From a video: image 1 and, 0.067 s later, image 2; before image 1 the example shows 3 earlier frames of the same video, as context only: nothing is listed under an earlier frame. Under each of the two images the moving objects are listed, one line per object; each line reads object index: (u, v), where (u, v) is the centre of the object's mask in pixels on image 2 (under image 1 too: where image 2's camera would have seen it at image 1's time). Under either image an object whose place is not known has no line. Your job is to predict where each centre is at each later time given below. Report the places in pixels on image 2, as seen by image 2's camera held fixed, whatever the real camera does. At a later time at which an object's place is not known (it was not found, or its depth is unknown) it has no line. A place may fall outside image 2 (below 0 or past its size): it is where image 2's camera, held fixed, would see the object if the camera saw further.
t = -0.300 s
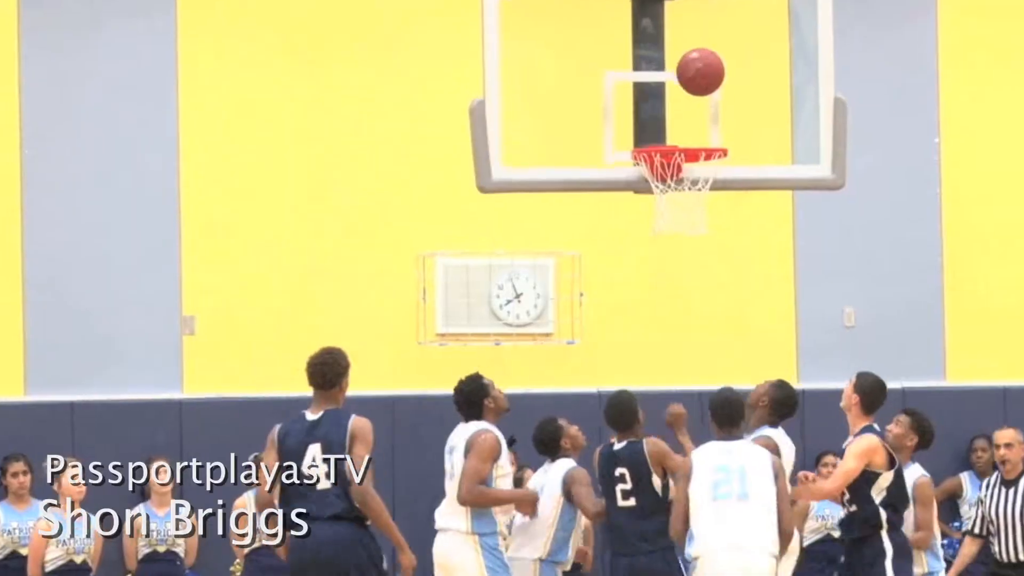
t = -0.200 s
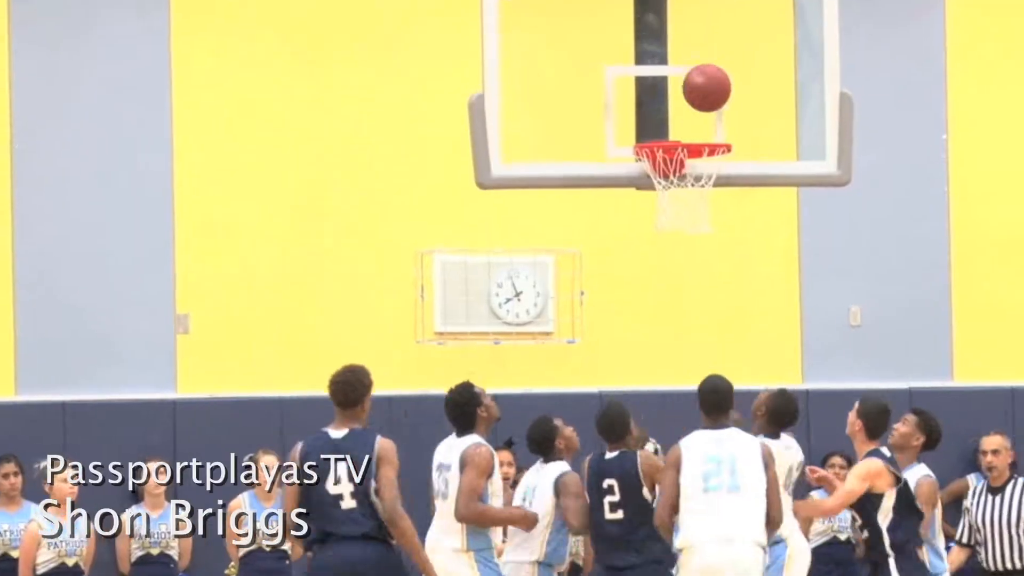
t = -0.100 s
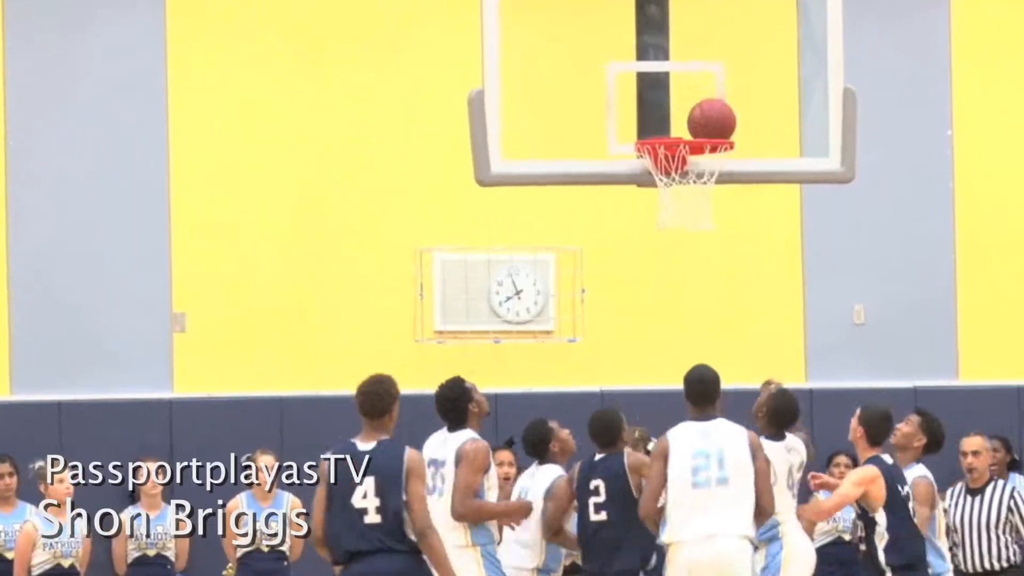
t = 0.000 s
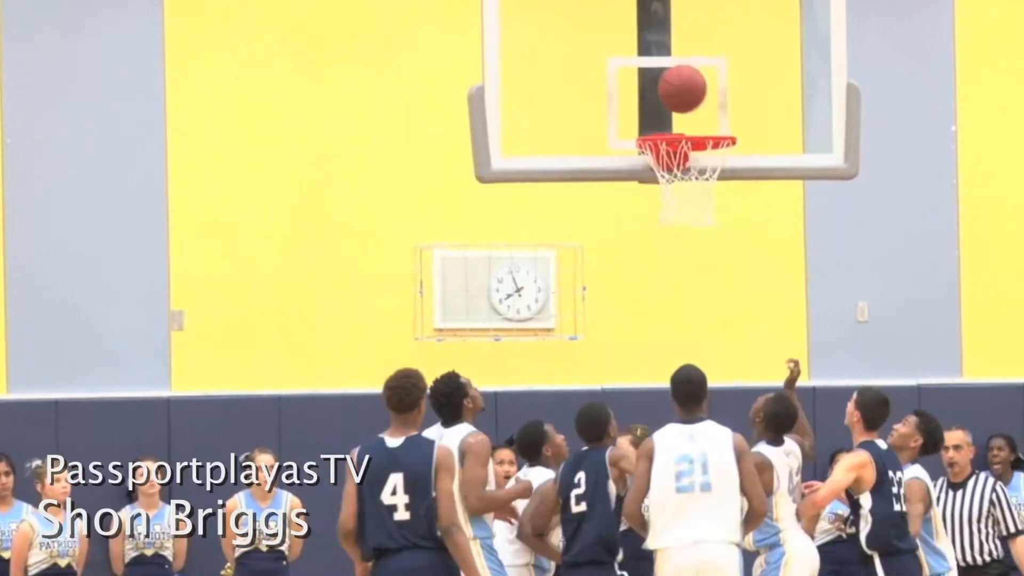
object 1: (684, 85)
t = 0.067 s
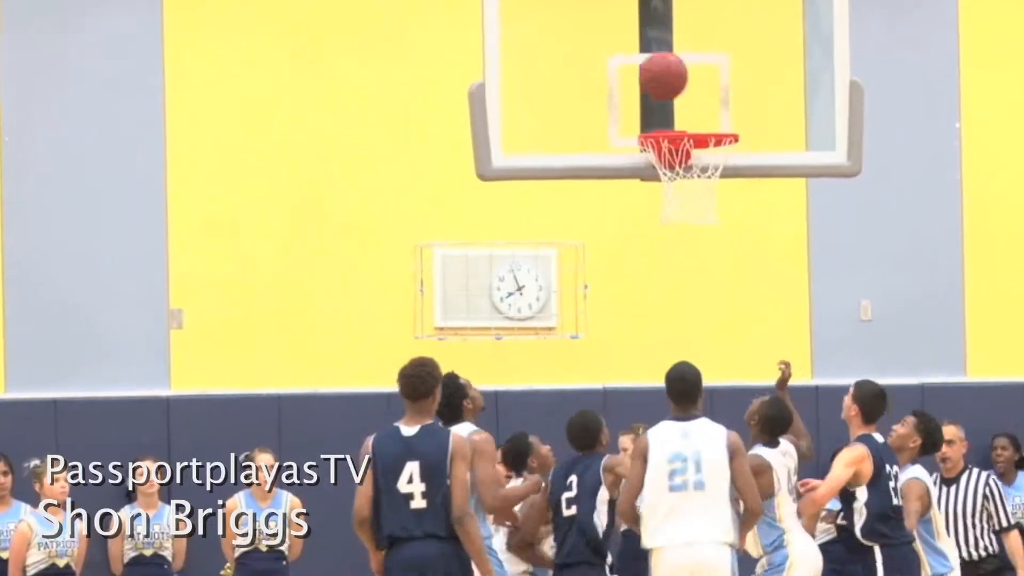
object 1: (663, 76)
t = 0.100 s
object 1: (653, 76)
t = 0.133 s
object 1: (643, 77)
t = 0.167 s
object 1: (632, 80)
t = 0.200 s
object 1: (623, 85)
